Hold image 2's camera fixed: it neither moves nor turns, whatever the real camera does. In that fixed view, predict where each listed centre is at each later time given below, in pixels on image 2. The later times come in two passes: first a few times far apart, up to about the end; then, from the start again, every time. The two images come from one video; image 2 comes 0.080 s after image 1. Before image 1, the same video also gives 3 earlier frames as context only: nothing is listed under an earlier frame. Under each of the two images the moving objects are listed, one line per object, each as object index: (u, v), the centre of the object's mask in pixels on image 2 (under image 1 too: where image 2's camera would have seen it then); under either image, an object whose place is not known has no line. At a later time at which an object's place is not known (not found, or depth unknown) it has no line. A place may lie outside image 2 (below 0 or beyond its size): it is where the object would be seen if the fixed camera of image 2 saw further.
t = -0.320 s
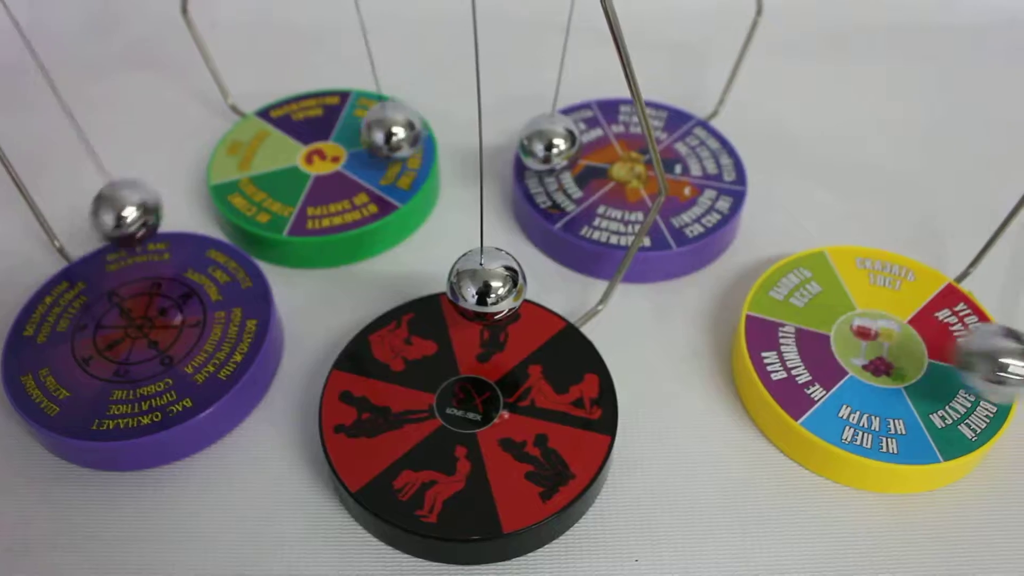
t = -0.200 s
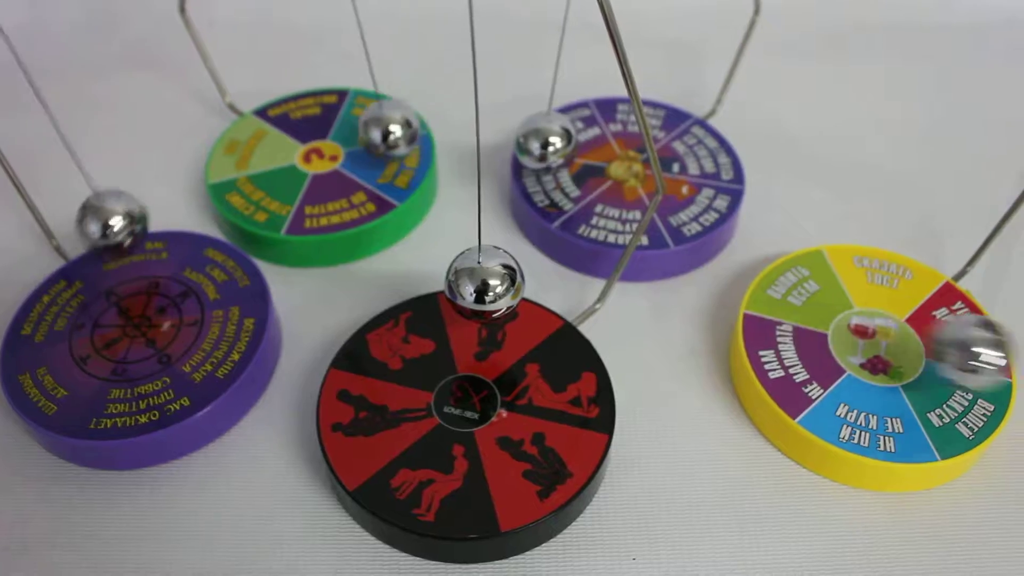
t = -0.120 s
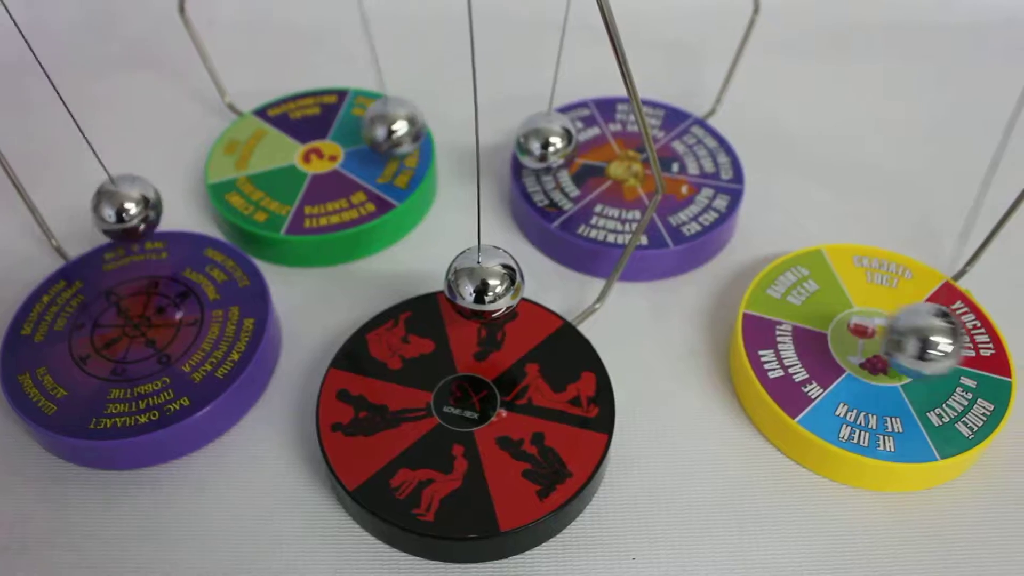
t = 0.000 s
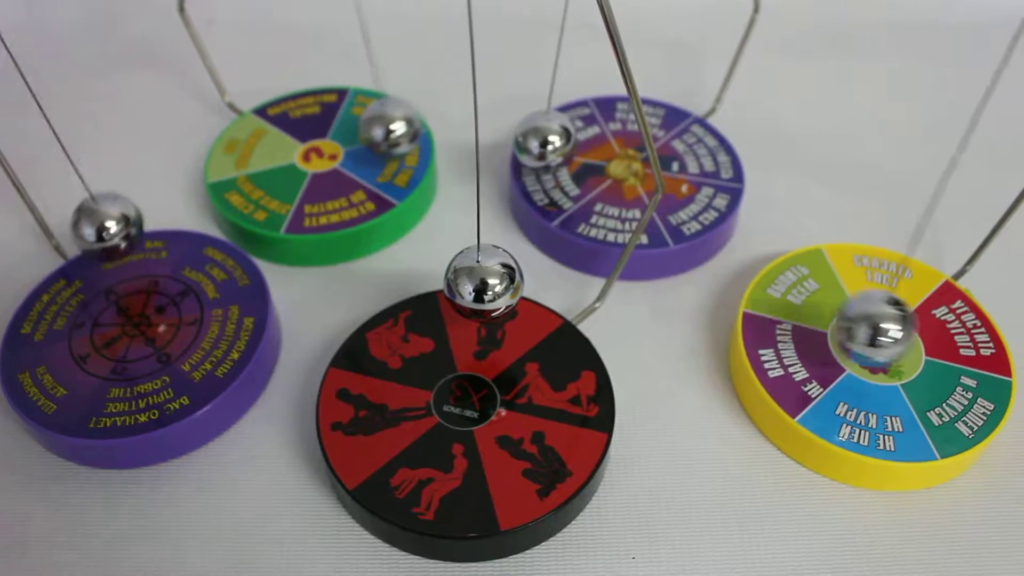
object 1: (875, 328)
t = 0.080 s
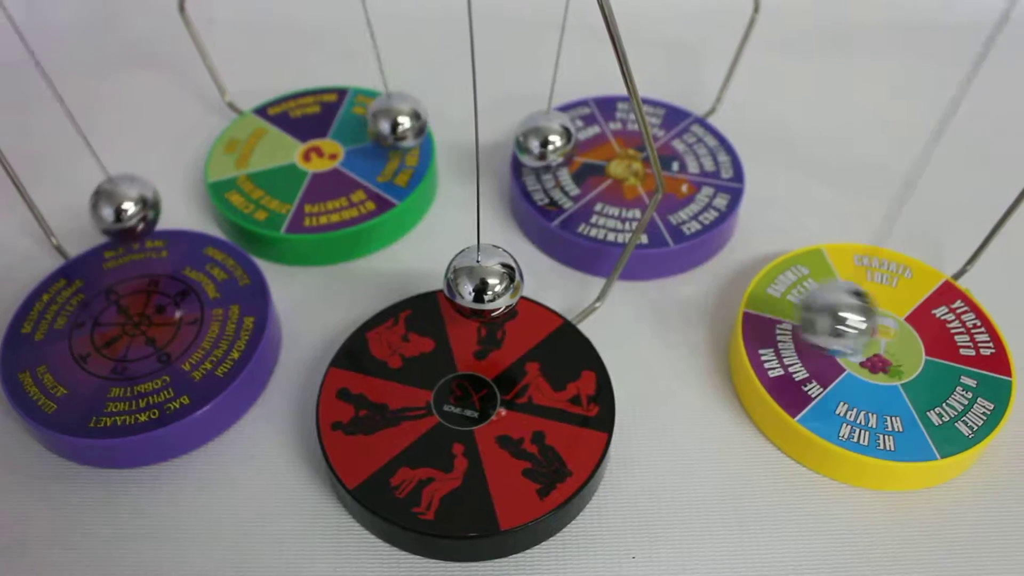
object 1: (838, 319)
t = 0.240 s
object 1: (800, 297)
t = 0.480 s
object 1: (913, 365)
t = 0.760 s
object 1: (883, 325)
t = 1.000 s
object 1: (914, 257)
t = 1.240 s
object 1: (914, 271)
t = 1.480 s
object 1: (982, 340)
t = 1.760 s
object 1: (973, 321)
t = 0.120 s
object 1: (807, 306)
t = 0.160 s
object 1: (784, 295)
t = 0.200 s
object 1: (782, 291)
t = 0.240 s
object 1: (800, 297)
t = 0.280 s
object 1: (831, 310)
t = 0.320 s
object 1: (852, 321)
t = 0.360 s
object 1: (867, 330)
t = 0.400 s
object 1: (883, 336)
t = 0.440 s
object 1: (900, 349)
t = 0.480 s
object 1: (913, 365)
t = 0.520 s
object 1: (914, 380)
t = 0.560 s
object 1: (898, 383)
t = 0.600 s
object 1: (877, 371)
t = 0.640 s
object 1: (868, 353)
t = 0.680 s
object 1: (870, 341)
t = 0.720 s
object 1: (876, 333)
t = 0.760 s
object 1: (883, 325)
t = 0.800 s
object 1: (889, 317)
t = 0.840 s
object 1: (896, 306)
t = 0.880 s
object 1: (901, 297)
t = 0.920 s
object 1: (907, 286)
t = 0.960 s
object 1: (911, 273)
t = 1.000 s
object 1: (914, 257)
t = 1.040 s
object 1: (914, 231)
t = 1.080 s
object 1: (907, 213)
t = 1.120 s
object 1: (900, 212)
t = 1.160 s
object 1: (898, 225)
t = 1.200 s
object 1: (903, 251)
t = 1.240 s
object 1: (914, 271)
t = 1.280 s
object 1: (923, 285)
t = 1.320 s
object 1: (933, 298)
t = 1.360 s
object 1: (944, 309)
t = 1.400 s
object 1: (956, 318)
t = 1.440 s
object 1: (969, 328)
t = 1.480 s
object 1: (982, 340)
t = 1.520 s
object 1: (989, 361)
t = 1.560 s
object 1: (982, 374)
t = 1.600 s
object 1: (970, 371)
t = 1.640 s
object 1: (960, 355)
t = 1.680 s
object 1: (959, 339)
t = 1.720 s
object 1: (967, 328)
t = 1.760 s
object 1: (973, 321)
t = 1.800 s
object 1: (979, 311)
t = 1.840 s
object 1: (981, 293)
